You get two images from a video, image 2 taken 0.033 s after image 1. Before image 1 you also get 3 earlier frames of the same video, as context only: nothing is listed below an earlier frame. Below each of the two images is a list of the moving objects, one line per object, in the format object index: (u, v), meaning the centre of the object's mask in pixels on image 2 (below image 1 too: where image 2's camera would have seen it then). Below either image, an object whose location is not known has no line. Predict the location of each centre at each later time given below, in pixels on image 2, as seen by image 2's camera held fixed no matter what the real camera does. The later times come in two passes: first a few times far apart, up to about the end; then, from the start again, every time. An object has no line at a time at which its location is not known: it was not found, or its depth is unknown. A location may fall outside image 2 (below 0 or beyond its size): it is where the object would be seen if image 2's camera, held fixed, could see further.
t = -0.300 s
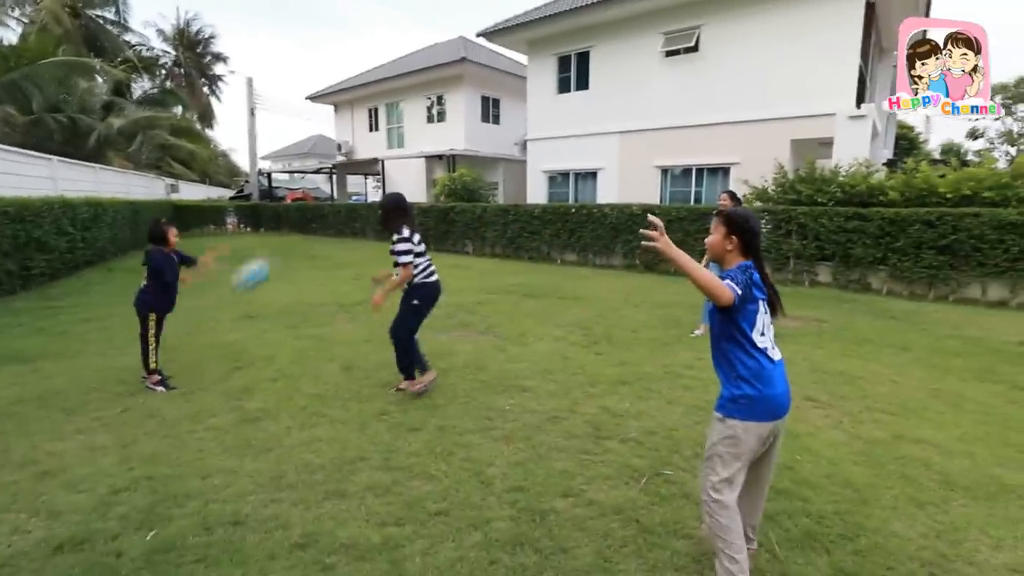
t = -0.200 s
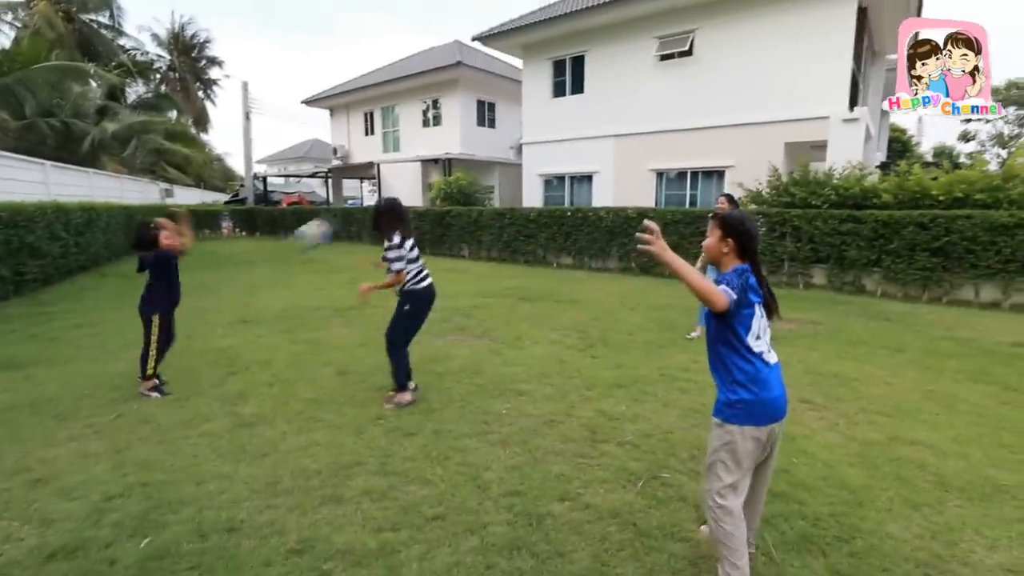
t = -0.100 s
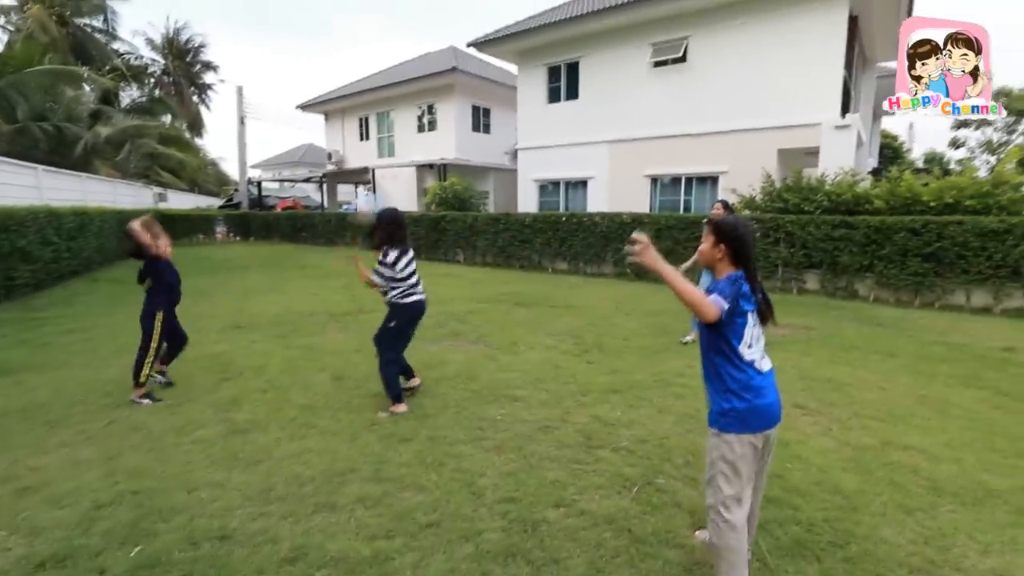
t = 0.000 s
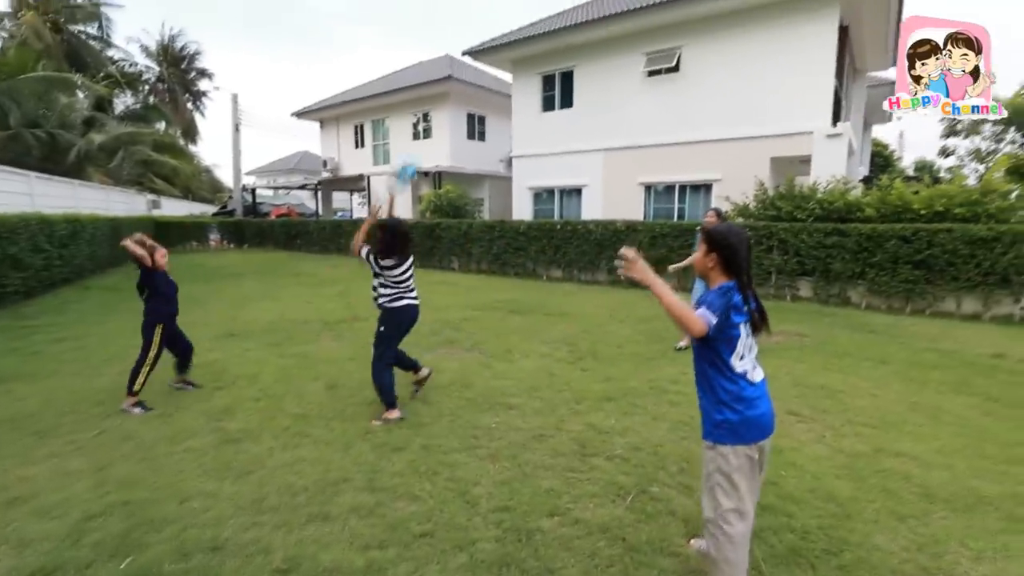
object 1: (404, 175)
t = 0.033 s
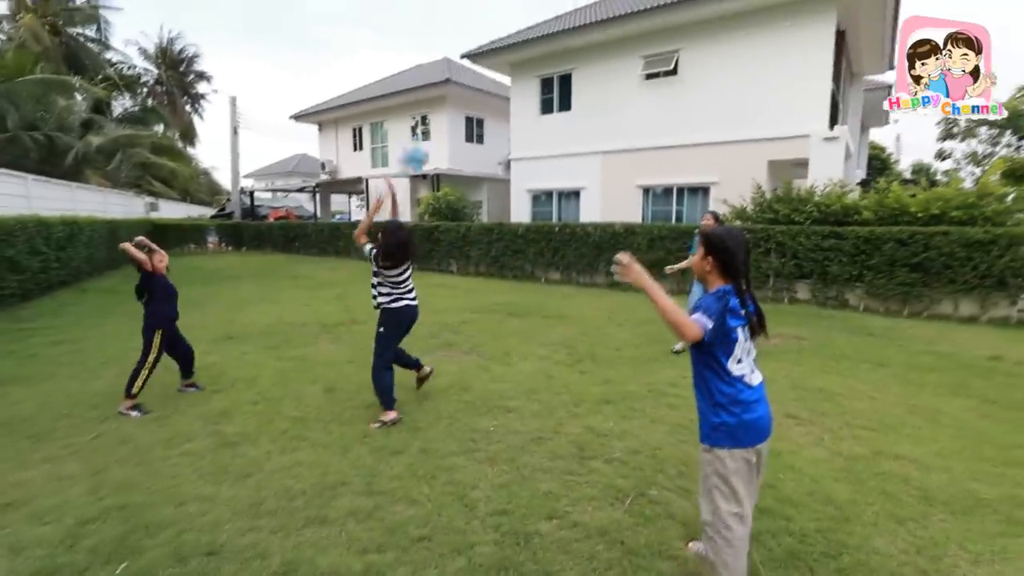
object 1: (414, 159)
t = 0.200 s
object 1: (471, 89)
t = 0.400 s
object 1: (543, 47)
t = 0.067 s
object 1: (425, 139)
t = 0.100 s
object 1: (436, 127)
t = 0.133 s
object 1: (450, 110)
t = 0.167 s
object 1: (459, 100)
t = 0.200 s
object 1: (471, 89)
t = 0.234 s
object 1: (483, 76)
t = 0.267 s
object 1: (493, 68)
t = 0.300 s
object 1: (504, 59)
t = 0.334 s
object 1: (518, 52)
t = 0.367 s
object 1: (530, 49)
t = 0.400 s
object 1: (543, 47)
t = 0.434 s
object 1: (556, 47)
